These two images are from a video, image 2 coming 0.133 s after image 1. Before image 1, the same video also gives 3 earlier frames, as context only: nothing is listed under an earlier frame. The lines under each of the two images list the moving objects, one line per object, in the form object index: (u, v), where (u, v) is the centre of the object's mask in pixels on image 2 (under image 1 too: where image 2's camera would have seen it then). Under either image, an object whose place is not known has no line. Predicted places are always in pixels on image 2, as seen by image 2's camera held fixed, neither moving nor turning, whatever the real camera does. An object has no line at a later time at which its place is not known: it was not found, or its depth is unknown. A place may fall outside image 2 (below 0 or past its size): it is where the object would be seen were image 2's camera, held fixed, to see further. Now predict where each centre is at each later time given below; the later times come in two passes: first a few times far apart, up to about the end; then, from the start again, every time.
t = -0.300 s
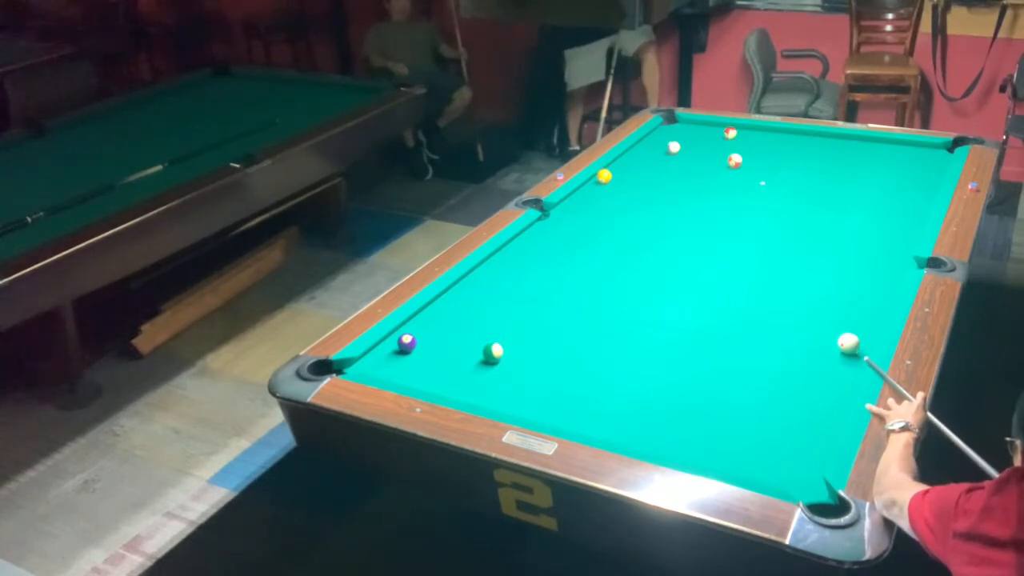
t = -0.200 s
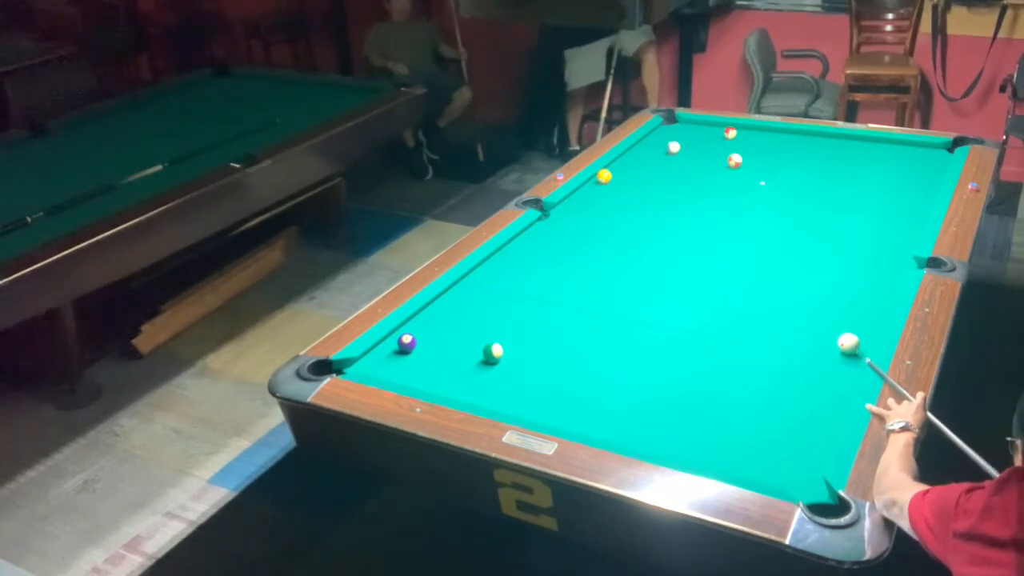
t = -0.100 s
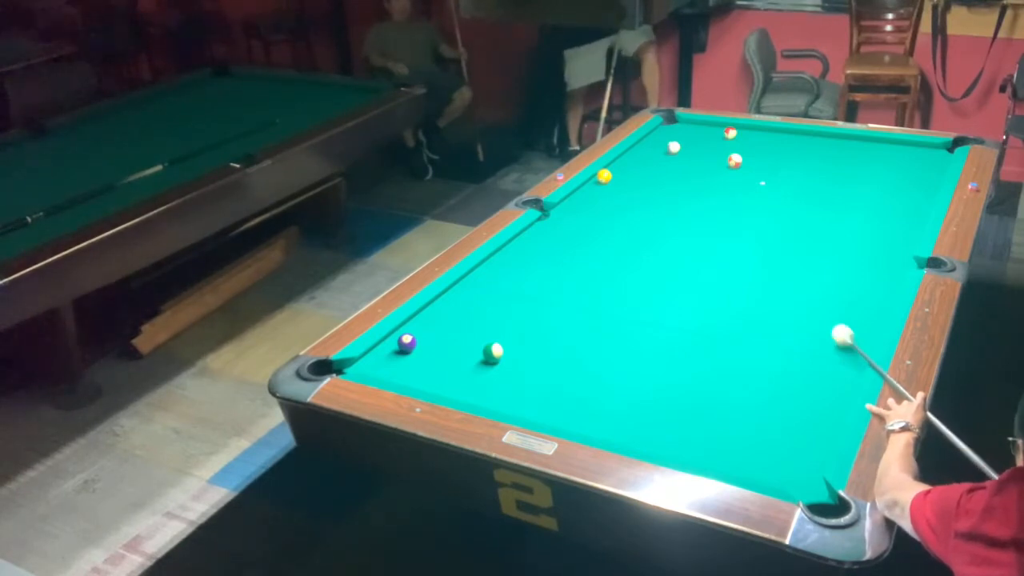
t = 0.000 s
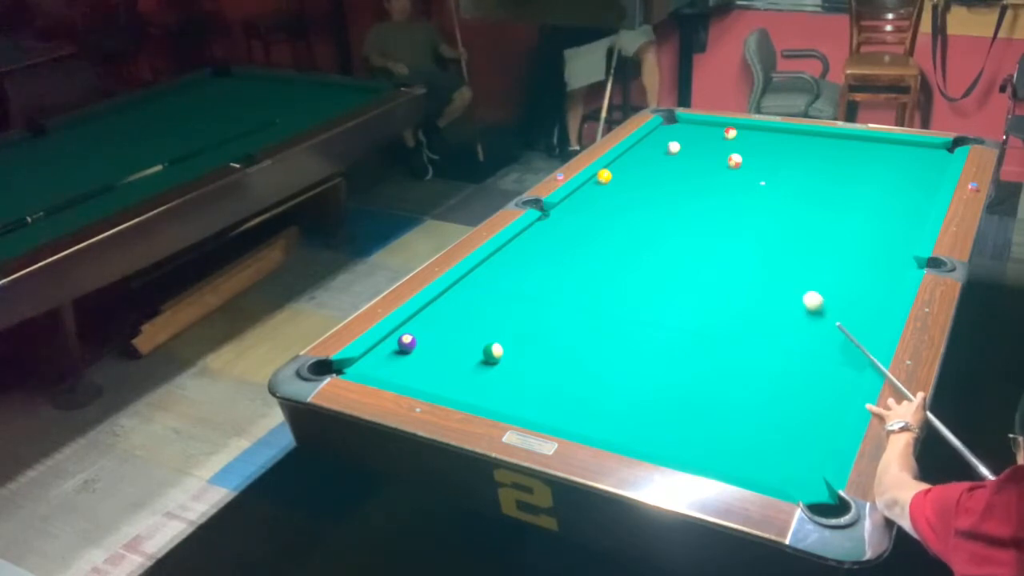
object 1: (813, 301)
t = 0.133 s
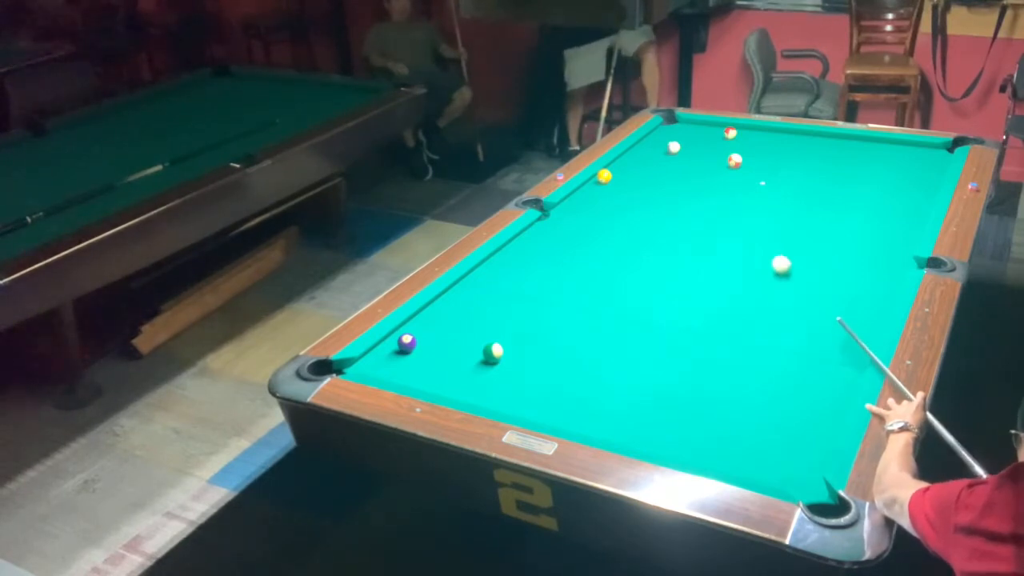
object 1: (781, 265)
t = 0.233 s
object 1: (761, 241)
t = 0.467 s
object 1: (721, 195)
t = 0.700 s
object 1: (690, 158)
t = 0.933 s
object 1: (702, 138)
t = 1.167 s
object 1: (716, 124)
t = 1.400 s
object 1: (704, 134)
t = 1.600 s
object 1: (694, 142)
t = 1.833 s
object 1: (682, 152)
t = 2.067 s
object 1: (670, 162)
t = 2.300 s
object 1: (658, 172)
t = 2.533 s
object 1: (645, 182)
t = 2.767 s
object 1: (633, 192)
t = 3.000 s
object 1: (621, 203)
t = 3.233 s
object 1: (609, 214)
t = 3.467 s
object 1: (597, 224)
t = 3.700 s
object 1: (585, 235)
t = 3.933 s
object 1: (574, 246)
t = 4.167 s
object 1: (562, 256)
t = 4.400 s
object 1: (551, 267)
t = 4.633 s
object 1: (539, 278)
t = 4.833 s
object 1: (529, 287)
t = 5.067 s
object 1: (518, 297)
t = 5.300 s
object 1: (508, 307)
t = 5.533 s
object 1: (497, 317)
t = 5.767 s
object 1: (487, 327)
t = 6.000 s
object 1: (478, 336)
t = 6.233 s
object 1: (470, 346)
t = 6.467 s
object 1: (462, 354)
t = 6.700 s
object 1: (455, 362)
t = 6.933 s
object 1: (448, 370)
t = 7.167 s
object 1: (443, 376)
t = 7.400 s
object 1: (438, 381)
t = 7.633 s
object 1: (435, 384)
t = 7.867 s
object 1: (435, 385)
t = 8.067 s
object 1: (436, 384)
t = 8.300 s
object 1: (437, 383)
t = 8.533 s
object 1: (437, 383)
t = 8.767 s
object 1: (437, 383)
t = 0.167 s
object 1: (774, 257)
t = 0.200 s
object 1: (767, 249)
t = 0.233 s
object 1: (761, 241)
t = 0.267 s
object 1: (754, 234)
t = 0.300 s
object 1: (748, 227)
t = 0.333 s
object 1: (742, 220)
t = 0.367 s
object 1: (737, 214)
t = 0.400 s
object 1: (731, 207)
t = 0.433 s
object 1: (726, 201)
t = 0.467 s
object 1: (721, 195)
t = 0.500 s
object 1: (716, 189)
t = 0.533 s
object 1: (711, 183)
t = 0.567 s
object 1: (707, 178)
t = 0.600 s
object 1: (702, 173)
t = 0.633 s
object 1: (698, 168)
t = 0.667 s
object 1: (694, 163)
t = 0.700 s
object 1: (690, 158)
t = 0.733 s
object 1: (686, 153)
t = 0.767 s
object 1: (684, 149)
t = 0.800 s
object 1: (689, 147)
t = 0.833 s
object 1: (693, 145)
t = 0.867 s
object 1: (696, 143)
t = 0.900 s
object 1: (699, 140)
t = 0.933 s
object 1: (702, 138)
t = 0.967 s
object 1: (704, 136)
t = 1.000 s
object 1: (707, 133)
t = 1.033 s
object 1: (709, 131)
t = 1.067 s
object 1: (712, 129)
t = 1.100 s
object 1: (714, 126)
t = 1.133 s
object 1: (716, 124)
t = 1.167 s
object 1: (716, 124)
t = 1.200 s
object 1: (714, 126)
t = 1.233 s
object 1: (713, 127)
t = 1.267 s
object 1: (711, 128)
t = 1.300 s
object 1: (709, 130)
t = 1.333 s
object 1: (708, 131)
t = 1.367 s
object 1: (706, 133)
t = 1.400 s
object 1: (704, 134)
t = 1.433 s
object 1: (702, 135)
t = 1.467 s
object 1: (701, 137)
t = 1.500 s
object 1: (699, 138)
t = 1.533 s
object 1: (697, 139)
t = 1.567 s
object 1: (696, 141)
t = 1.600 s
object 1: (694, 142)
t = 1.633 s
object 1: (692, 143)
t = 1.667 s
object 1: (690, 145)
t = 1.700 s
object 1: (689, 146)
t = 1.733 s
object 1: (687, 148)
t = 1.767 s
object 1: (685, 149)
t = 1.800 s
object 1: (683, 150)
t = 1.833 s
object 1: (682, 152)
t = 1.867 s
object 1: (680, 153)
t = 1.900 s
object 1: (678, 155)
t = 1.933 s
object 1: (677, 156)
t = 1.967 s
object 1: (675, 158)
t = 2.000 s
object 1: (673, 159)
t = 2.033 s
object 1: (672, 160)
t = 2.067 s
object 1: (670, 162)
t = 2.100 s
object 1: (668, 163)
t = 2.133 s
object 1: (667, 164)
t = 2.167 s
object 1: (665, 166)
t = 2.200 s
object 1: (663, 167)
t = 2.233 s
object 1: (661, 169)
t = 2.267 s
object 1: (659, 170)
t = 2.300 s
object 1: (658, 172)
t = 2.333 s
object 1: (656, 173)
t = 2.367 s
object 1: (654, 175)
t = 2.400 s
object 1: (653, 176)
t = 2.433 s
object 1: (651, 177)
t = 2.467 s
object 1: (649, 179)
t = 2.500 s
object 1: (647, 180)
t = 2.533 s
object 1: (645, 182)
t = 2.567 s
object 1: (644, 183)
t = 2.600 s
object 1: (642, 185)
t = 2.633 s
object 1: (640, 186)
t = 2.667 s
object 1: (638, 188)
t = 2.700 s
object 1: (637, 189)
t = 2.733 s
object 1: (635, 191)
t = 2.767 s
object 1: (633, 192)
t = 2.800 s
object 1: (631, 194)
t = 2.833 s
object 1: (630, 195)
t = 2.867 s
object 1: (628, 197)
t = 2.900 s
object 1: (626, 198)
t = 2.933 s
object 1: (625, 200)
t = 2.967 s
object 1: (623, 201)
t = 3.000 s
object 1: (621, 203)
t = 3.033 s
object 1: (619, 204)
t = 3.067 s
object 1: (617, 206)
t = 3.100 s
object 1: (616, 207)
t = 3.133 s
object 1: (614, 209)
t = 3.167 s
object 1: (613, 210)
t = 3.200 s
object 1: (611, 212)
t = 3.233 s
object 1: (609, 214)
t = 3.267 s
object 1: (607, 215)
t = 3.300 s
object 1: (606, 216)
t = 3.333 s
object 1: (604, 218)
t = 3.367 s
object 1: (602, 220)
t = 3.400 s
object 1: (601, 221)
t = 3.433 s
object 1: (599, 223)
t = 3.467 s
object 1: (597, 224)
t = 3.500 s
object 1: (596, 226)
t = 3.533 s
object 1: (594, 227)
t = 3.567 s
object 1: (592, 229)
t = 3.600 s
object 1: (590, 230)
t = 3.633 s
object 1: (589, 232)
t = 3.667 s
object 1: (587, 234)
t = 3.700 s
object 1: (585, 235)
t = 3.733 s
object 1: (584, 237)
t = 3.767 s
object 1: (582, 238)
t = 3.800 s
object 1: (580, 240)
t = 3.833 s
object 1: (579, 241)
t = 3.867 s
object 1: (577, 243)
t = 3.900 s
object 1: (575, 244)
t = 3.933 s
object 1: (574, 246)
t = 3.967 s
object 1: (572, 247)
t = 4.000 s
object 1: (570, 249)
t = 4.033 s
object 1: (569, 250)
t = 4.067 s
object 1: (567, 252)
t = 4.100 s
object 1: (565, 253)
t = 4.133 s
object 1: (564, 255)
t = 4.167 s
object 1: (562, 256)
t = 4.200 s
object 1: (560, 258)
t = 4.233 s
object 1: (559, 259)
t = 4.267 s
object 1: (557, 261)
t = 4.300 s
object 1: (556, 262)
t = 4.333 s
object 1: (554, 264)
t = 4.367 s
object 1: (552, 266)
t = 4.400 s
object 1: (551, 267)
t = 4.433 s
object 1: (549, 269)
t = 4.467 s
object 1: (547, 270)
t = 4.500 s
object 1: (546, 272)
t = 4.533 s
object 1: (544, 273)
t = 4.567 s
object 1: (542, 275)
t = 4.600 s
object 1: (541, 276)
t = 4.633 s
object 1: (539, 278)
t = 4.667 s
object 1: (537, 279)
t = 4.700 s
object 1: (536, 281)
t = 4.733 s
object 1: (534, 282)
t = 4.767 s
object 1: (533, 284)
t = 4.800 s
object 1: (531, 285)
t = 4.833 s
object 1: (529, 287)
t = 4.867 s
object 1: (528, 288)
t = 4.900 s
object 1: (526, 290)
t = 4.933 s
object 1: (525, 291)
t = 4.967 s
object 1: (523, 293)
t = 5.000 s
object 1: (522, 294)
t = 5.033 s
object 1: (520, 296)
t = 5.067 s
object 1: (518, 297)
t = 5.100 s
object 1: (517, 299)
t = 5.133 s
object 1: (515, 300)
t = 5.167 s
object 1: (514, 301)
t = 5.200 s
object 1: (512, 303)
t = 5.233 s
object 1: (511, 304)
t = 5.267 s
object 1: (510, 306)
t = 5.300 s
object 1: (508, 307)
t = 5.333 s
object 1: (507, 308)
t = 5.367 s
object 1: (505, 310)
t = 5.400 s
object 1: (503, 312)
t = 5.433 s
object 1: (502, 313)
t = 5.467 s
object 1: (500, 315)
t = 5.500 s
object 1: (499, 316)
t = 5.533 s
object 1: (497, 317)
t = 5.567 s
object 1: (496, 319)
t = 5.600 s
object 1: (495, 320)
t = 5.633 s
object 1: (493, 321)
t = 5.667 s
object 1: (492, 323)
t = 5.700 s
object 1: (490, 324)
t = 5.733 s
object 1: (489, 326)
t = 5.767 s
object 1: (487, 327)
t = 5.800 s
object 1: (486, 328)
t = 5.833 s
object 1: (485, 330)
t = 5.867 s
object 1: (483, 331)
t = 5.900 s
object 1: (482, 332)
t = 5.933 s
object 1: (480, 334)
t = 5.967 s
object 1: (479, 335)
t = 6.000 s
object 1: (478, 336)
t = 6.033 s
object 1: (477, 338)
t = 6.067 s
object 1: (476, 339)
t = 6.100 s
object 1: (475, 340)
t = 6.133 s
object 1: (473, 342)
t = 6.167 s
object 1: (472, 343)
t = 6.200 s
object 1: (471, 344)
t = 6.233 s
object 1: (470, 346)
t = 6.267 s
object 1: (469, 347)
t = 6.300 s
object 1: (468, 348)
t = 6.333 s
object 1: (466, 349)
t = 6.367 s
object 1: (465, 351)
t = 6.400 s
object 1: (465, 352)
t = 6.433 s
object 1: (464, 353)
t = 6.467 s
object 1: (462, 354)
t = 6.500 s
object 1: (461, 355)
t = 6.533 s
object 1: (460, 356)
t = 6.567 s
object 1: (459, 358)
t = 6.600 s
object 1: (458, 359)
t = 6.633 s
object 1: (457, 360)
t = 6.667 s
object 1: (456, 361)
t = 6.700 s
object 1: (455, 362)
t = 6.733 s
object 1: (454, 363)
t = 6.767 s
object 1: (453, 364)
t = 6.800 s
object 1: (452, 365)
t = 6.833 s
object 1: (451, 367)
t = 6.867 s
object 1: (450, 368)
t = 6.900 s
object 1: (449, 369)
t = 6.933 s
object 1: (448, 370)
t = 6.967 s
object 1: (448, 370)
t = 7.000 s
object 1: (447, 371)
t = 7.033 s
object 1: (446, 372)
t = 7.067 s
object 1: (445, 373)
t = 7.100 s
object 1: (444, 375)
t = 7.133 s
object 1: (443, 376)
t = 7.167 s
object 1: (443, 376)
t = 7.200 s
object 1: (442, 377)
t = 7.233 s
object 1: (441, 378)
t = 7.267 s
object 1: (441, 379)
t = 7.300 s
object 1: (440, 379)
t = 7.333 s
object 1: (440, 380)
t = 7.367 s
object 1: (439, 381)
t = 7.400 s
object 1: (438, 381)
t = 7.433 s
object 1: (438, 382)
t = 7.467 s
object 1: (437, 382)
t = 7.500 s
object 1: (437, 383)
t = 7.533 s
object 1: (436, 383)
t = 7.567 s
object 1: (436, 384)
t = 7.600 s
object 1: (435, 384)
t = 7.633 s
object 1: (435, 384)
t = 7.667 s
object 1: (435, 385)
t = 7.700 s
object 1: (434, 385)
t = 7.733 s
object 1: (434, 385)
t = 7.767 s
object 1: (434, 385)
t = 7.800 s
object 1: (435, 385)
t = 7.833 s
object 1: (435, 385)
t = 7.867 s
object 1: (435, 385)
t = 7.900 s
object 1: (435, 385)
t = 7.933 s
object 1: (435, 385)
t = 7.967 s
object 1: (436, 384)
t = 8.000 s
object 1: (436, 384)
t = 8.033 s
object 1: (436, 384)
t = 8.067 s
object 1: (436, 384)
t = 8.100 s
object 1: (436, 383)
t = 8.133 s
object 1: (437, 383)
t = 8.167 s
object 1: (437, 383)
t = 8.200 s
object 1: (437, 383)
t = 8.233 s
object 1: (437, 383)
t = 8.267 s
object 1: (437, 383)
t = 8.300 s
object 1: (437, 383)
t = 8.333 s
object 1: (437, 383)
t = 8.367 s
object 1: (437, 383)
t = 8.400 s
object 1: (437, 383)
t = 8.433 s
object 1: (437, 383)
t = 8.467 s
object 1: (437, 383)
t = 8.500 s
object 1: (437, 383)
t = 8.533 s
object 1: (437, 383)
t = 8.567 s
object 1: (437, 383)
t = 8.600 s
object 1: (437, 383)
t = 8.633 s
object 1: (437, 383)
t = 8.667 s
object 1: (437, 383)
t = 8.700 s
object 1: (437, 383)
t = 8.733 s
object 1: (437, 383)
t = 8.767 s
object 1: (437, 383)
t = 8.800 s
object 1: (437, 383)
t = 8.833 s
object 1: (437, 383)
